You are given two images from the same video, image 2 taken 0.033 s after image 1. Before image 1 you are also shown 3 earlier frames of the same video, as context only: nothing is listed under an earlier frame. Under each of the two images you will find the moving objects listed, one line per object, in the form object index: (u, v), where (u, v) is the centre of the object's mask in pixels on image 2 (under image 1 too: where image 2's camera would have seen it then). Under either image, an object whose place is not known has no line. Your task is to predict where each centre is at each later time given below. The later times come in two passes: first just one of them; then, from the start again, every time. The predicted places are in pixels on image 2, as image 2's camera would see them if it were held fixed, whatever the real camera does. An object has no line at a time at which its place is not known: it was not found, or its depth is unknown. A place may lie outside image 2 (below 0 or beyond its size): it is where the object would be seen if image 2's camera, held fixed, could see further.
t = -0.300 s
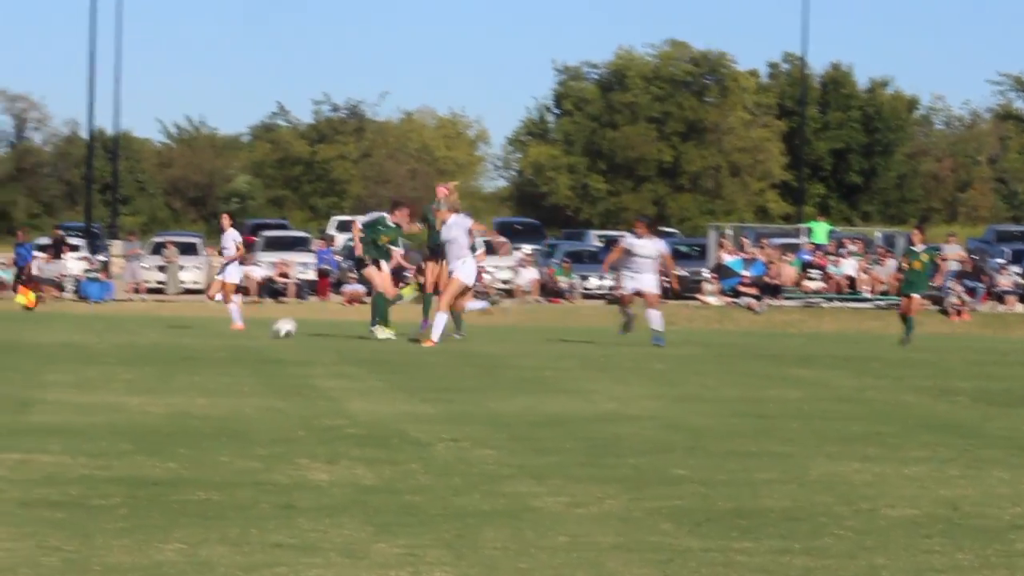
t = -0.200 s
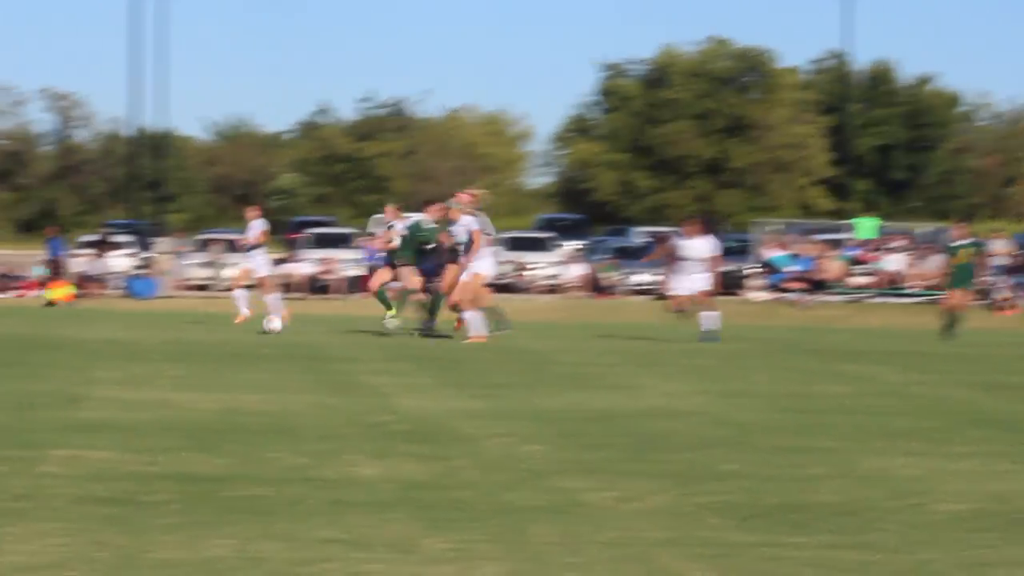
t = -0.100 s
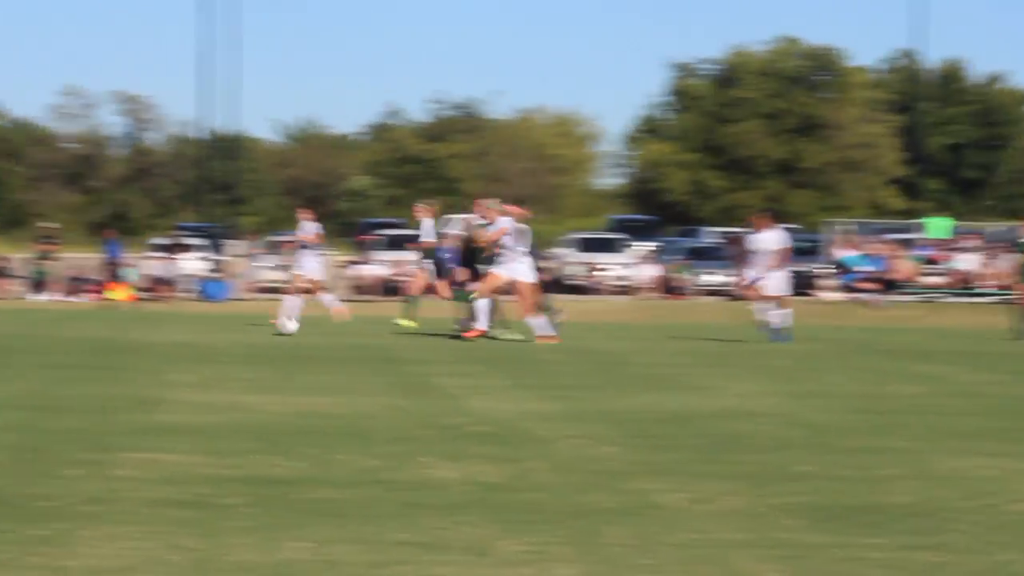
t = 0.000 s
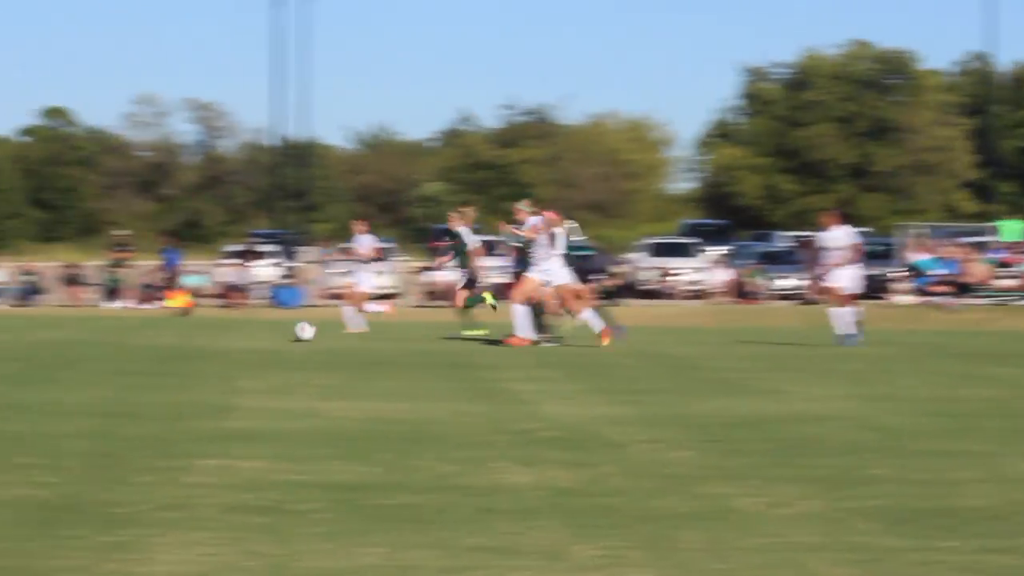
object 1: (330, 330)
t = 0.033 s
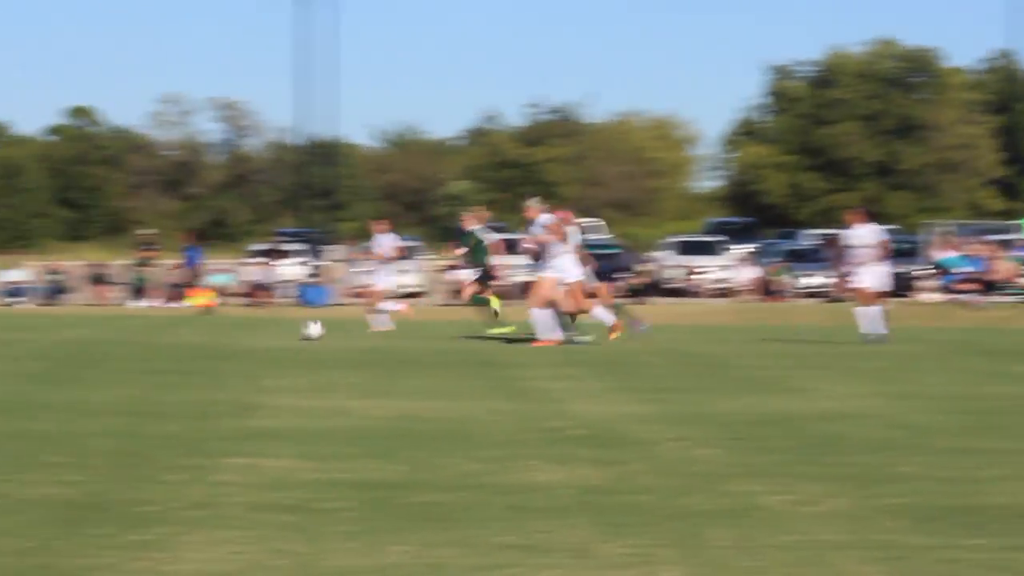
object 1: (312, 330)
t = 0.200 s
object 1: (228, 330)
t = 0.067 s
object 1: (296, 330)
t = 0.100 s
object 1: (280, 330)
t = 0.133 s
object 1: (262, 329)
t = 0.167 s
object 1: (245, 329)
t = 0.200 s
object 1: (228, 330)
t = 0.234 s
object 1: (211, 330)
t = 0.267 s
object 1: (194, 329)
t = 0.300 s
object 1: (177, 328)
